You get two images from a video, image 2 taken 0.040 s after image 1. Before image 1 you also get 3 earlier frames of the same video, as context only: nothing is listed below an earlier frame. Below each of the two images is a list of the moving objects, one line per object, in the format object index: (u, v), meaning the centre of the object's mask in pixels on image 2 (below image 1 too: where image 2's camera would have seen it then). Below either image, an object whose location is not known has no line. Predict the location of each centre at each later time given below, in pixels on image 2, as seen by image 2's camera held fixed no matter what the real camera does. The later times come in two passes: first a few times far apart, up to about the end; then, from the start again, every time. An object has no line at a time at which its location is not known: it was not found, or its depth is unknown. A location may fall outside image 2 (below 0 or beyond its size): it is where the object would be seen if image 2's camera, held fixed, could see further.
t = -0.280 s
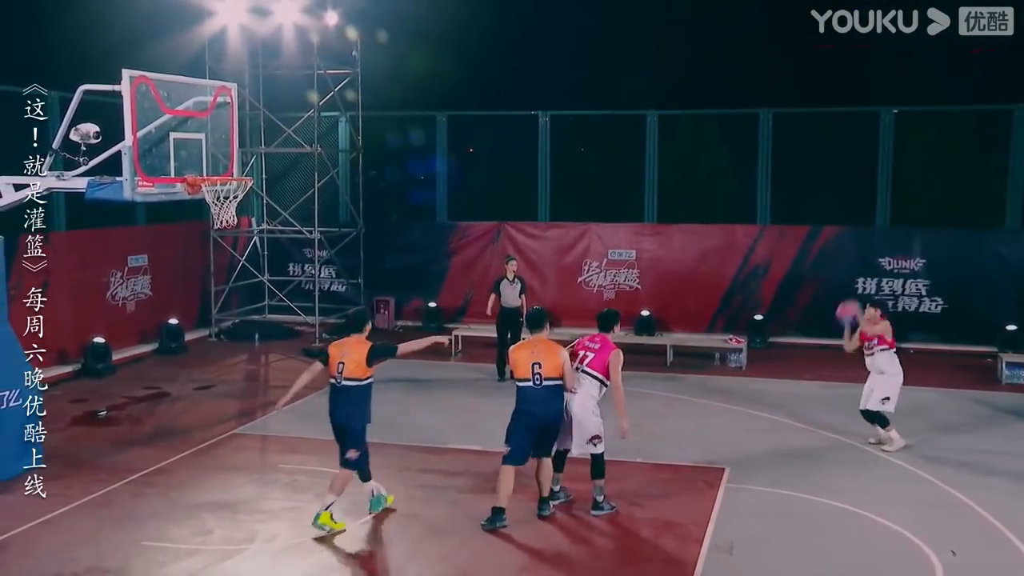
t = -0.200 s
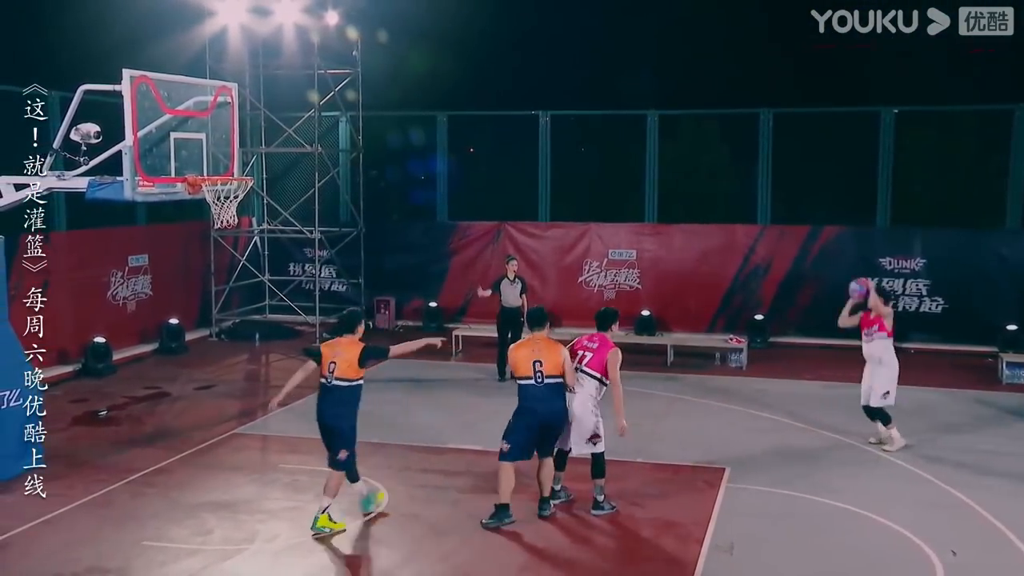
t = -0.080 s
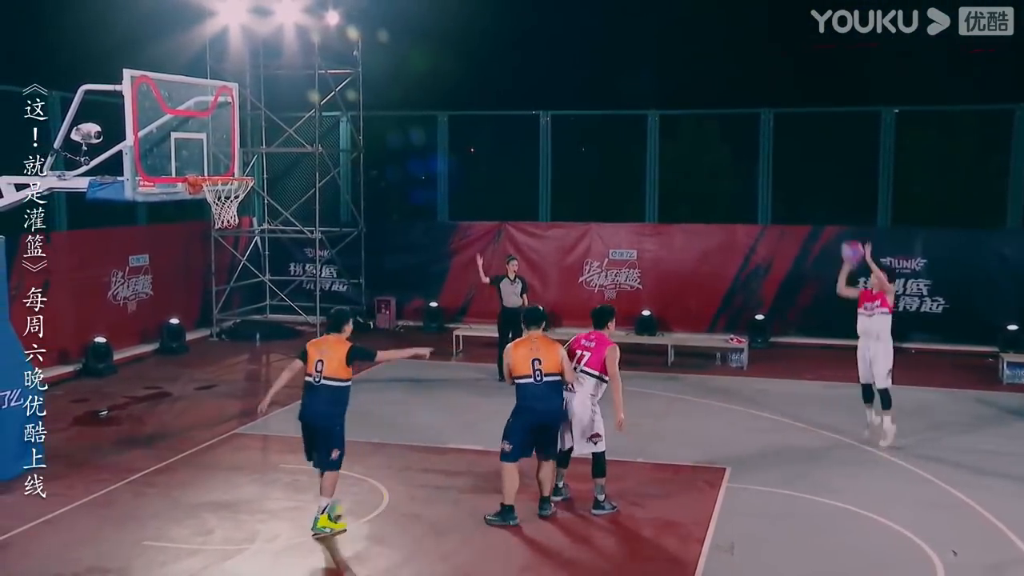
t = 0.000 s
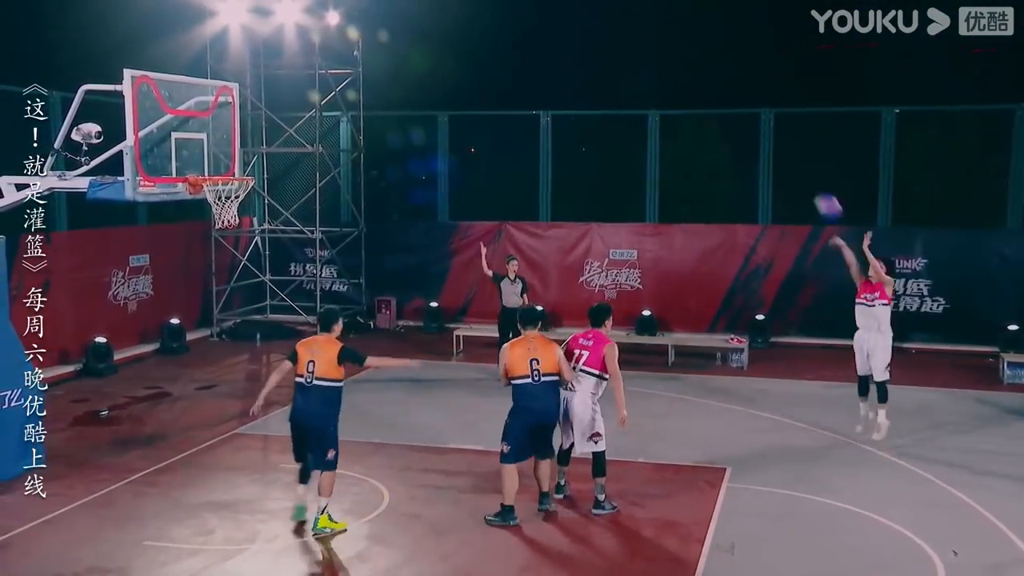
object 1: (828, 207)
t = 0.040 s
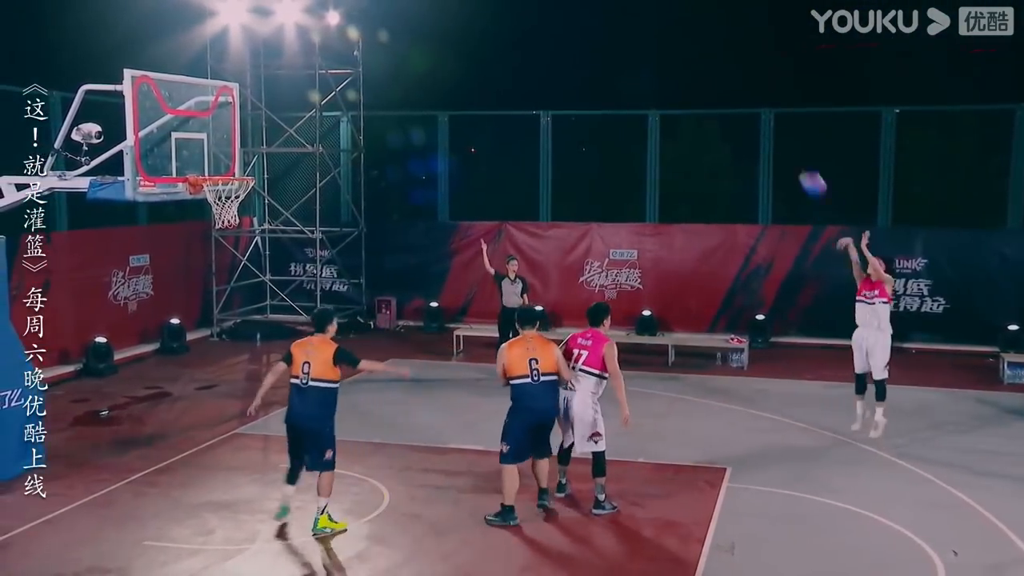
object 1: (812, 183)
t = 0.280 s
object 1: (712, 71)
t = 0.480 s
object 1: (624, 12)
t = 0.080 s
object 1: (796, 162)
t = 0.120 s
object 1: (780, 141)
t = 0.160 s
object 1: (763, 121)
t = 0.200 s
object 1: (747, 103)
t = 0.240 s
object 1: (730, 87)
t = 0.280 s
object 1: (712, 71)
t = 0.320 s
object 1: (696, 56)
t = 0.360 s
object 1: (678, 43)
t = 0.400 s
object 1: (660, 31)
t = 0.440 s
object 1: (642, 20)
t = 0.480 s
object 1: (624, 12)
